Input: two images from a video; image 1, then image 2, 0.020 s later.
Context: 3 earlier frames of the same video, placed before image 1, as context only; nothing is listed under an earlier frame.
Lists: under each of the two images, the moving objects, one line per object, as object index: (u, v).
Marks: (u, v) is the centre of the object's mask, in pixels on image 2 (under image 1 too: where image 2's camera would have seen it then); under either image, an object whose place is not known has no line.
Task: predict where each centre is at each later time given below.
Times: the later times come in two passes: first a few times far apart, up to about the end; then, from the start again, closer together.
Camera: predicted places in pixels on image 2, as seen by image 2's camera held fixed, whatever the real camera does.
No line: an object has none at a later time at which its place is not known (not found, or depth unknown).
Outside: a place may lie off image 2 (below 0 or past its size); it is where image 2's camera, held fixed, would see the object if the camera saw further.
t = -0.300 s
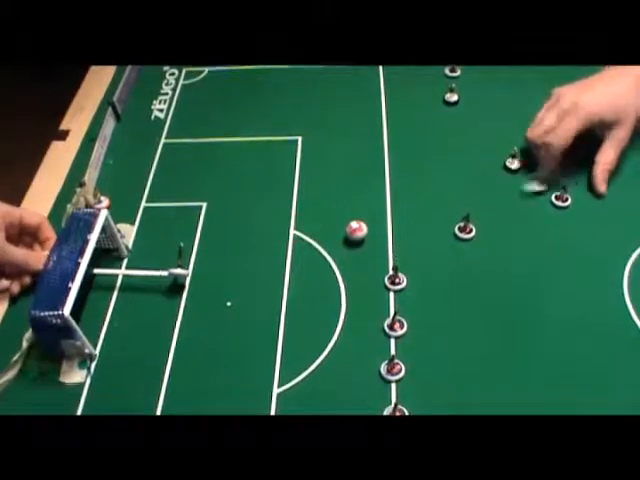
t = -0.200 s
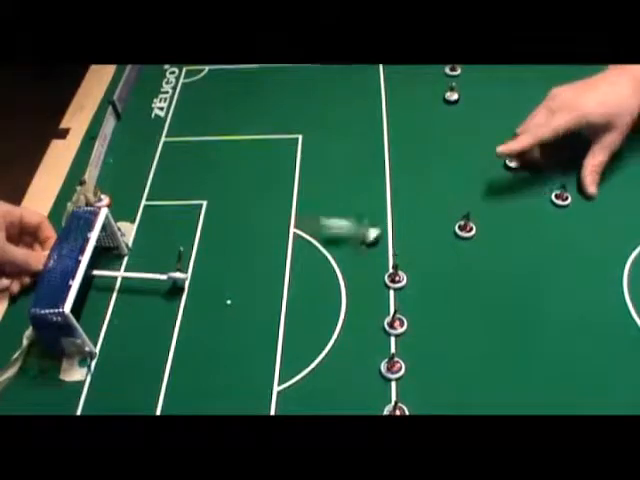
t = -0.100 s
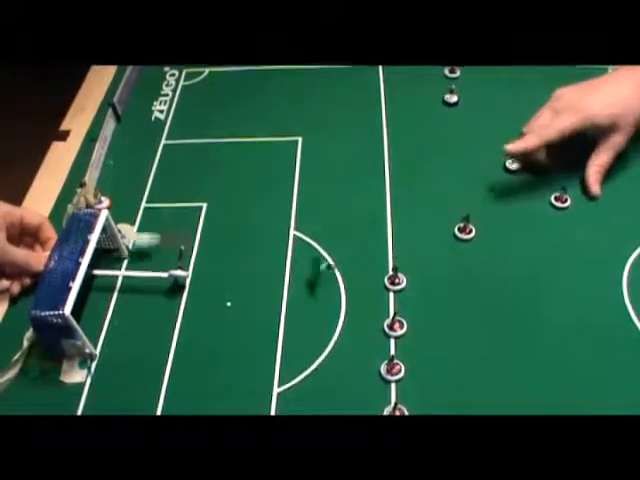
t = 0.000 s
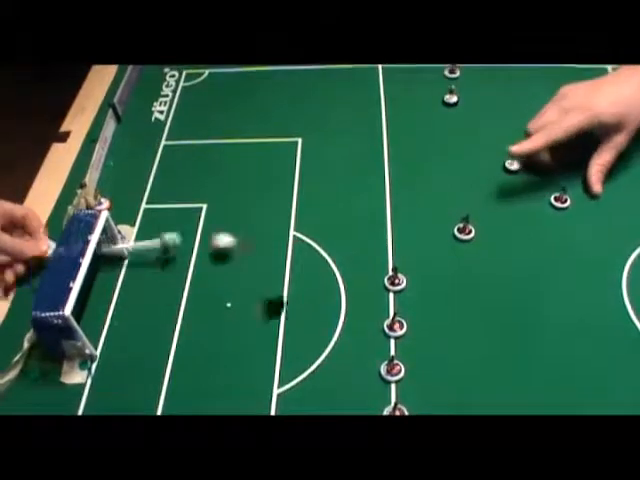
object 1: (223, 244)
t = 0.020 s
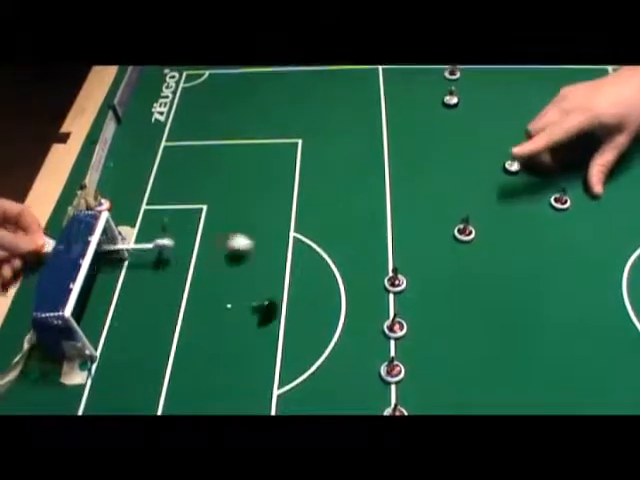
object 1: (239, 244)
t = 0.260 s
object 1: (377, 242)
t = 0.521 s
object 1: (493, 242)
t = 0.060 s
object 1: (267, 243)
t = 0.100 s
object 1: (290, 244)
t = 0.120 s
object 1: (304, 246)
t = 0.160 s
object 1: (326, 244)
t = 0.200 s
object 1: (347, 243)
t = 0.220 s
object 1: (357, 242)
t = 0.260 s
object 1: (377, 242)
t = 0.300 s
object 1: (399, 240)
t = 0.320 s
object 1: (410, 240)
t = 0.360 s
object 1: (429, 238)
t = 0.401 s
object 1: (447, 237)
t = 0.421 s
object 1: (455, 237)
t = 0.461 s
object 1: (470, 240)
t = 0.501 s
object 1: (484, 242)
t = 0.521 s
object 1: (493, 242)
